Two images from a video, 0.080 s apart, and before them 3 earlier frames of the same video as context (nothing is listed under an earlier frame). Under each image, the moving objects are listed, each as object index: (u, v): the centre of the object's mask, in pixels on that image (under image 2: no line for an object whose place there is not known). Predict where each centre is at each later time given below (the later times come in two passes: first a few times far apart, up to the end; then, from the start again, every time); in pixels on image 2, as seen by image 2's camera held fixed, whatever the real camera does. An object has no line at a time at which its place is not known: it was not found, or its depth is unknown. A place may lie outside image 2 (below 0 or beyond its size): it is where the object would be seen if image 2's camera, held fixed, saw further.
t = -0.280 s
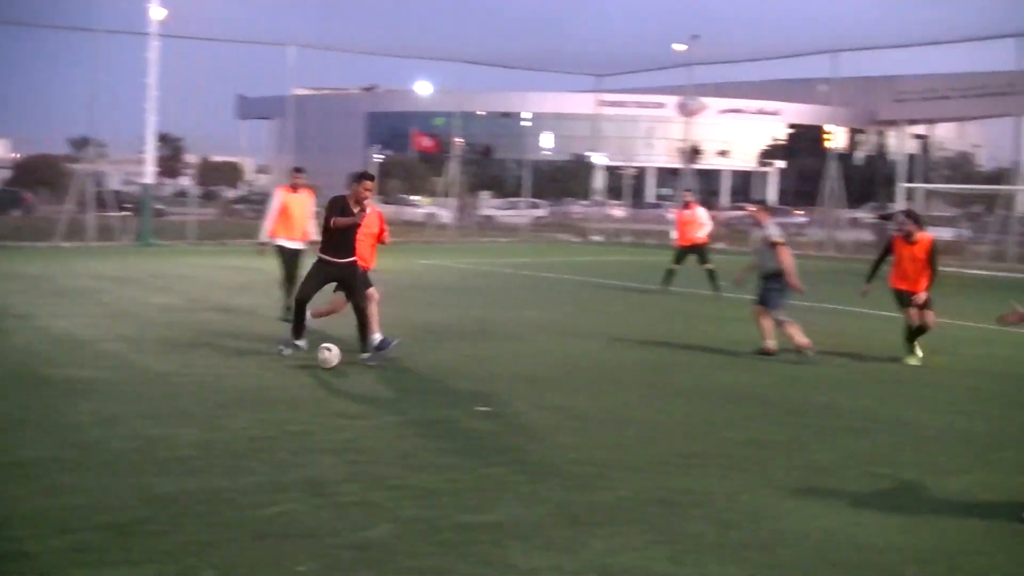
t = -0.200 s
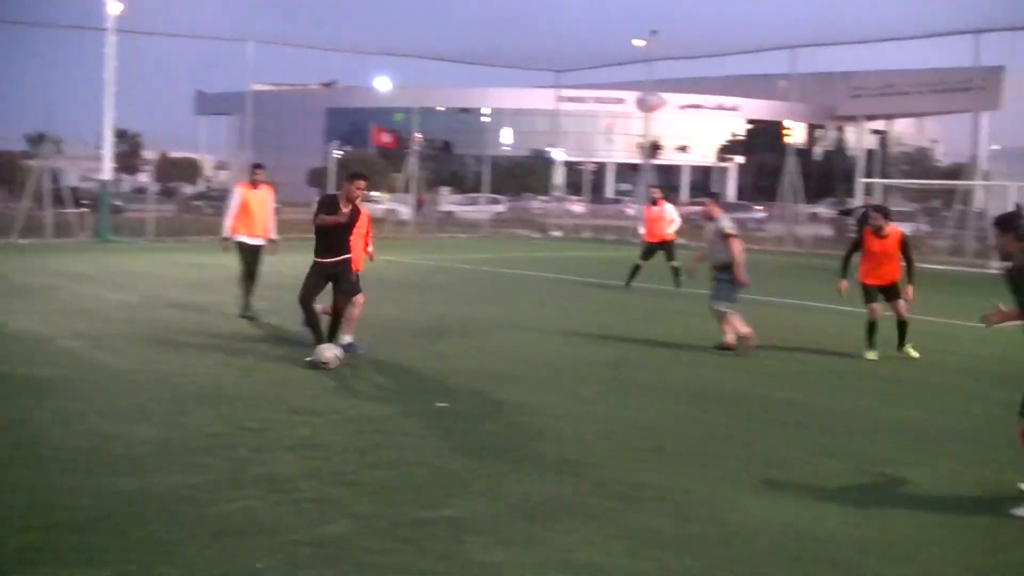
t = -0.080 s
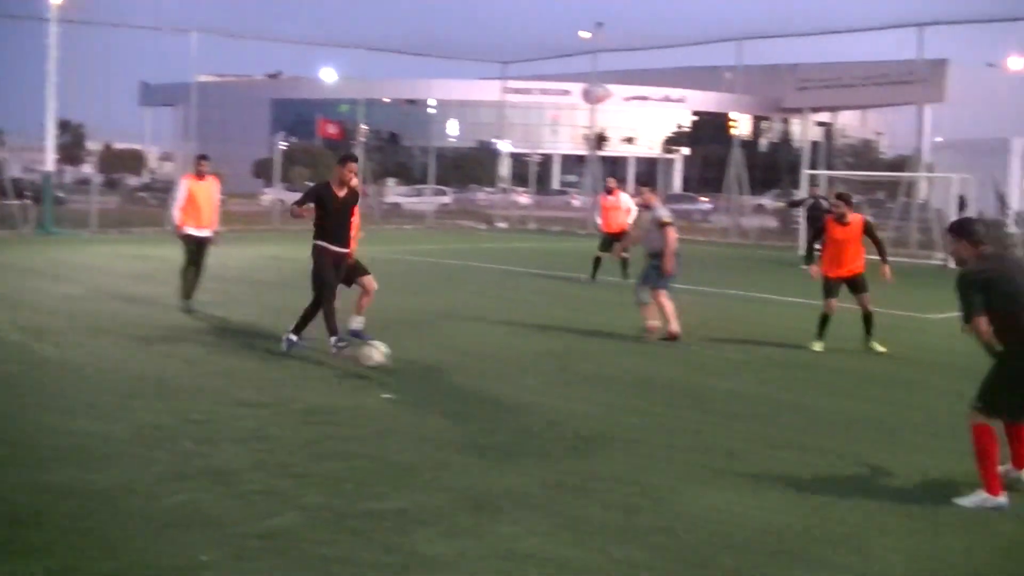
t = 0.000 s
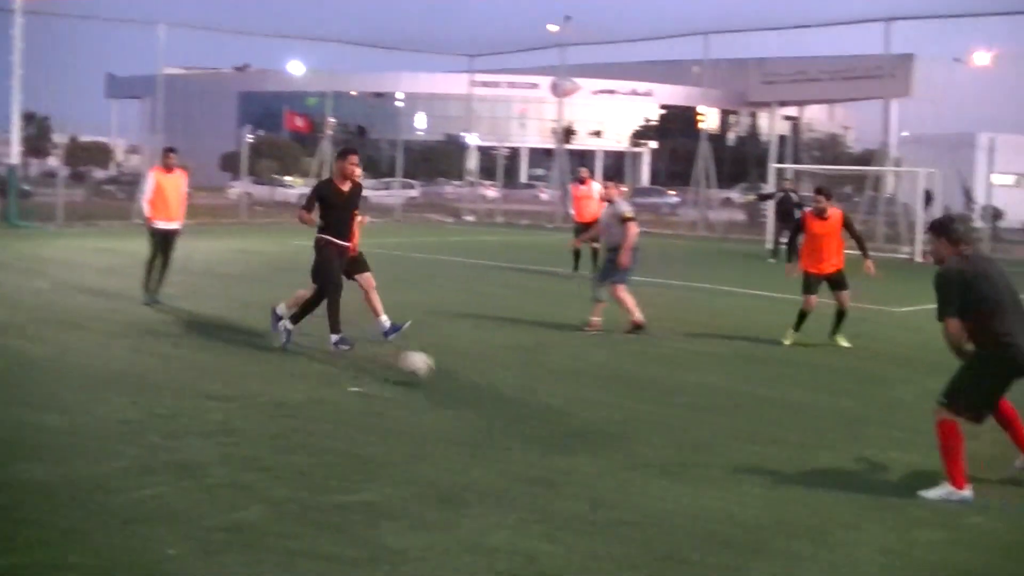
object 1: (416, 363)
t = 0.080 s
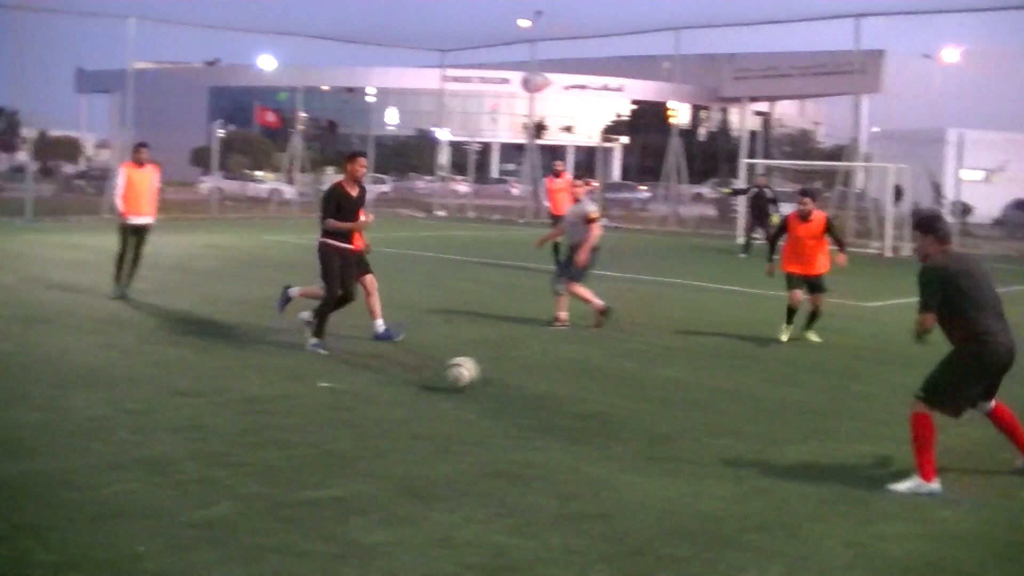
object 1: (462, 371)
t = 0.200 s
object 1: (575, 384)
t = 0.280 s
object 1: (654, 399)
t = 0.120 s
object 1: (500, 373)
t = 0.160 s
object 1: (537, 376)
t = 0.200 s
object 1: (575, 384)
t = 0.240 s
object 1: (615, 393)
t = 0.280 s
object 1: (654, 399)
